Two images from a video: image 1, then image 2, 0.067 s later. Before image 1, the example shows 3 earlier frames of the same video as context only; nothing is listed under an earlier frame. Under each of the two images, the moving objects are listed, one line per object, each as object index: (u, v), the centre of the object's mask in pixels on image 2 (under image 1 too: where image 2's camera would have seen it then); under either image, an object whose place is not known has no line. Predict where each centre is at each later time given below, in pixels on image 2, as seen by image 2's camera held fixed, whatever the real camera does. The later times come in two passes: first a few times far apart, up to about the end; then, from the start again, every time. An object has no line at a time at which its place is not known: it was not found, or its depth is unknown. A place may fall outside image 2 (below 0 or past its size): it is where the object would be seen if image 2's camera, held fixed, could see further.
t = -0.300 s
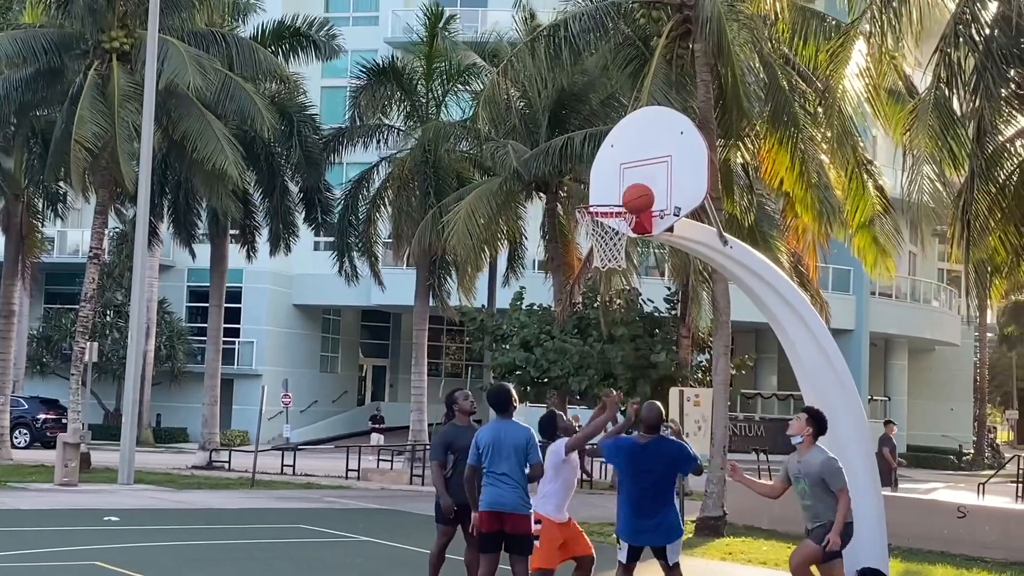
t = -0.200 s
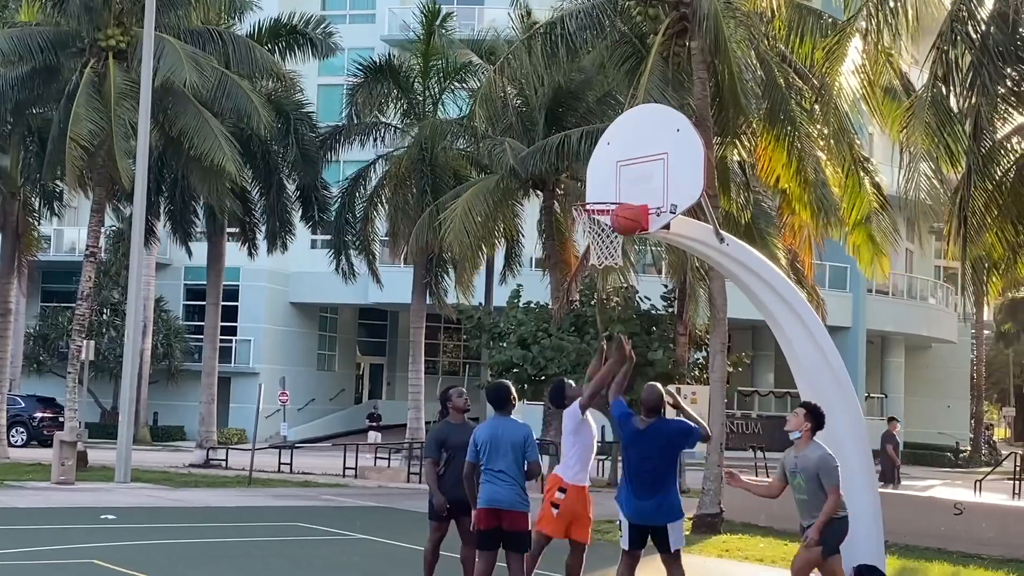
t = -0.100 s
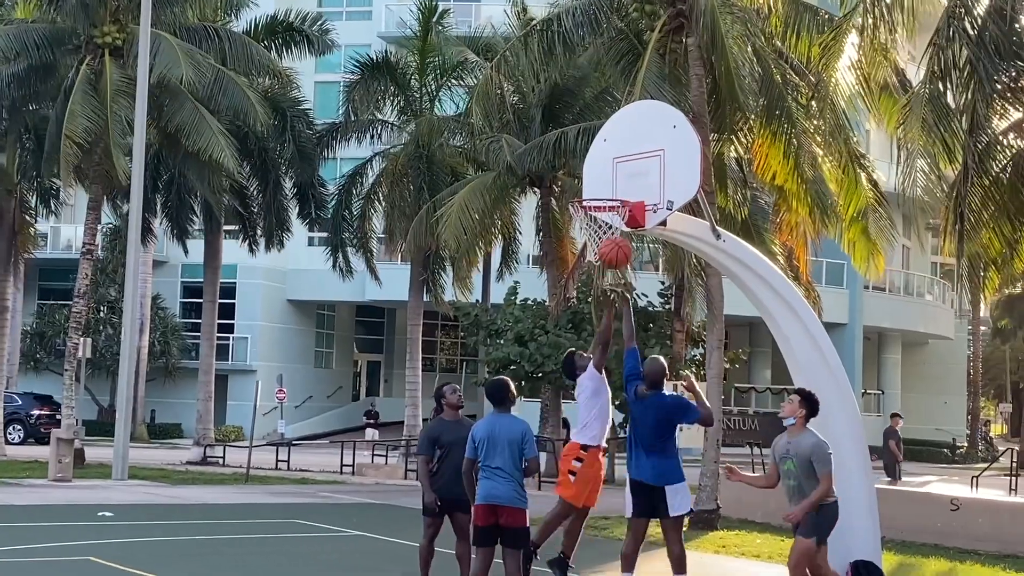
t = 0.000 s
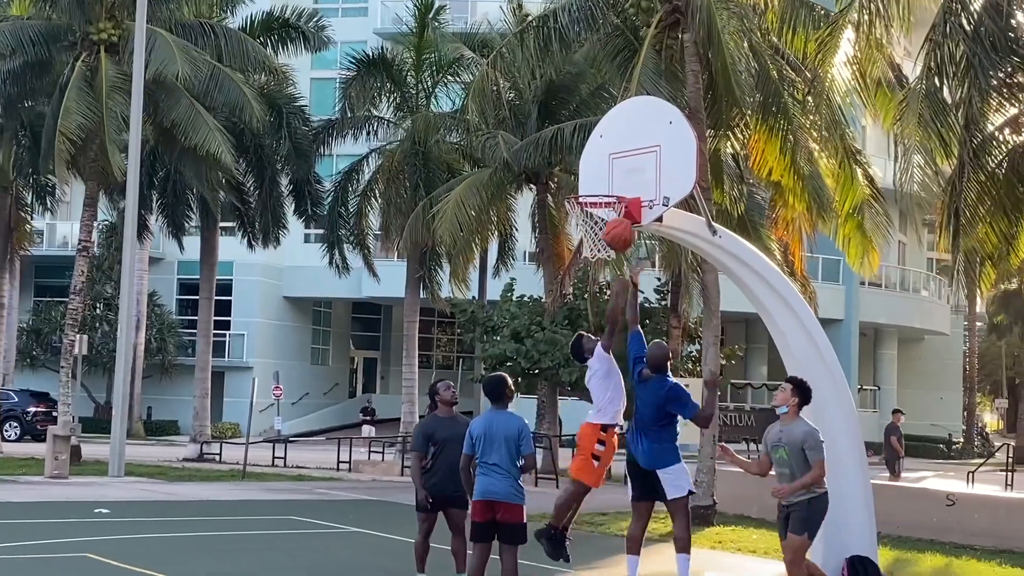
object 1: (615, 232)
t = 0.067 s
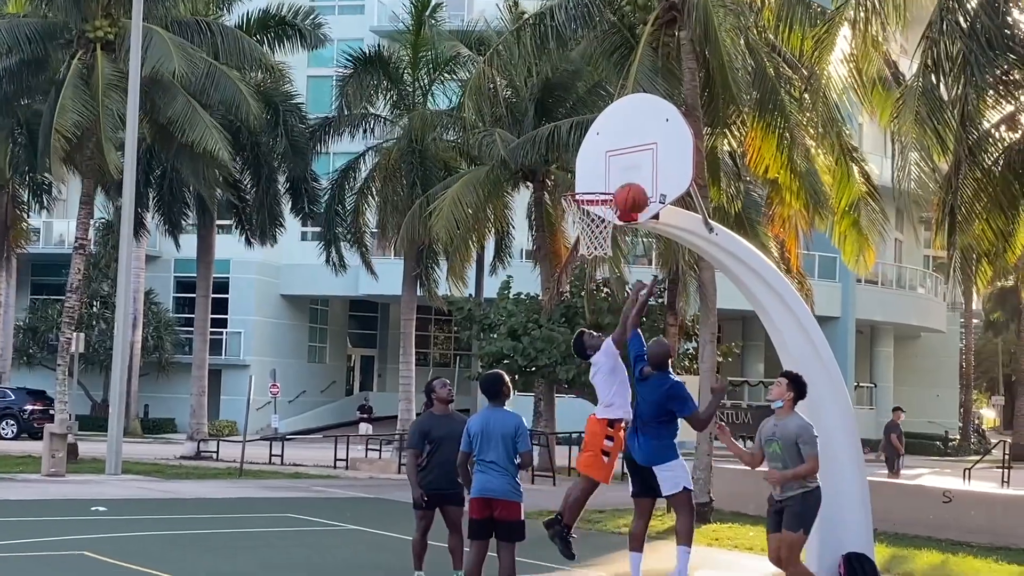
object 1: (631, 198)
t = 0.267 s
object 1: (676, 134)
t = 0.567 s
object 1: (745, 138)
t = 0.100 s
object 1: (638, 184)
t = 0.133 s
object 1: (645, 171)
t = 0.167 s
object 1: (653, 160)
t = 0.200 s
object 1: (660, 149)
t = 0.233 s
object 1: (668, 141)
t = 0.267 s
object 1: (676, 134)
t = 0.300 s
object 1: (684, 128)
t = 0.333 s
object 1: (692, 123)
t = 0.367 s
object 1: (699, 121)
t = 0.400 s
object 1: (707, 119)
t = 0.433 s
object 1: (715, 120)
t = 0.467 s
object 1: (721, 122)
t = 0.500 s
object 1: (730, 126)
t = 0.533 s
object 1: (737, 131)
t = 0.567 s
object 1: (745, 138)
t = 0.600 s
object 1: (753, 147)
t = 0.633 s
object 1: (760, 157)
